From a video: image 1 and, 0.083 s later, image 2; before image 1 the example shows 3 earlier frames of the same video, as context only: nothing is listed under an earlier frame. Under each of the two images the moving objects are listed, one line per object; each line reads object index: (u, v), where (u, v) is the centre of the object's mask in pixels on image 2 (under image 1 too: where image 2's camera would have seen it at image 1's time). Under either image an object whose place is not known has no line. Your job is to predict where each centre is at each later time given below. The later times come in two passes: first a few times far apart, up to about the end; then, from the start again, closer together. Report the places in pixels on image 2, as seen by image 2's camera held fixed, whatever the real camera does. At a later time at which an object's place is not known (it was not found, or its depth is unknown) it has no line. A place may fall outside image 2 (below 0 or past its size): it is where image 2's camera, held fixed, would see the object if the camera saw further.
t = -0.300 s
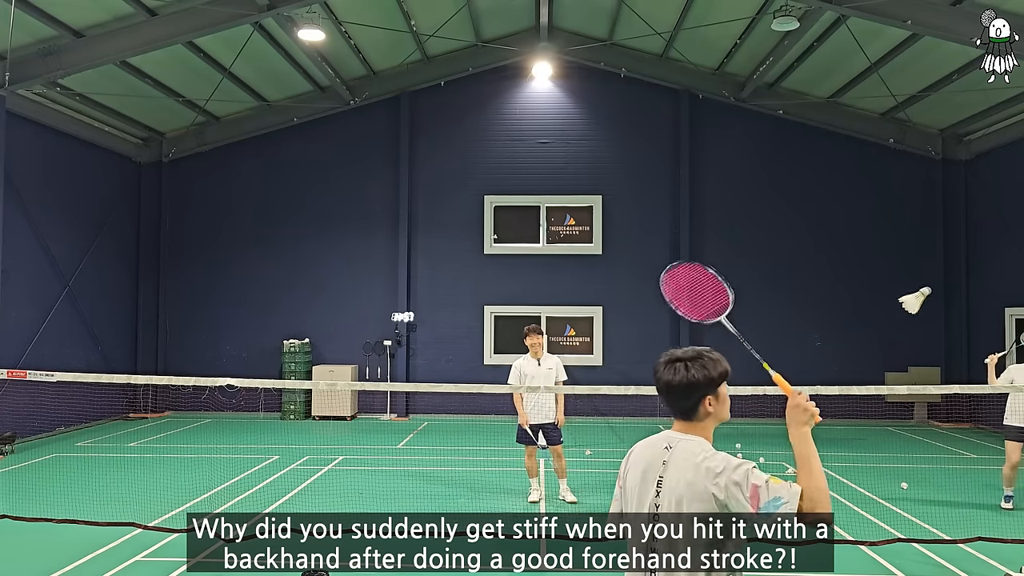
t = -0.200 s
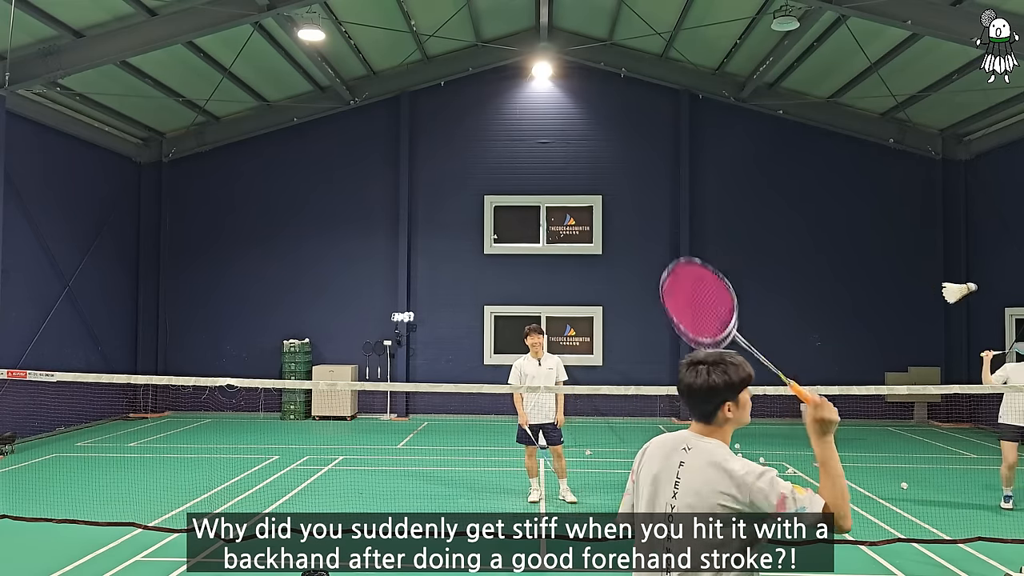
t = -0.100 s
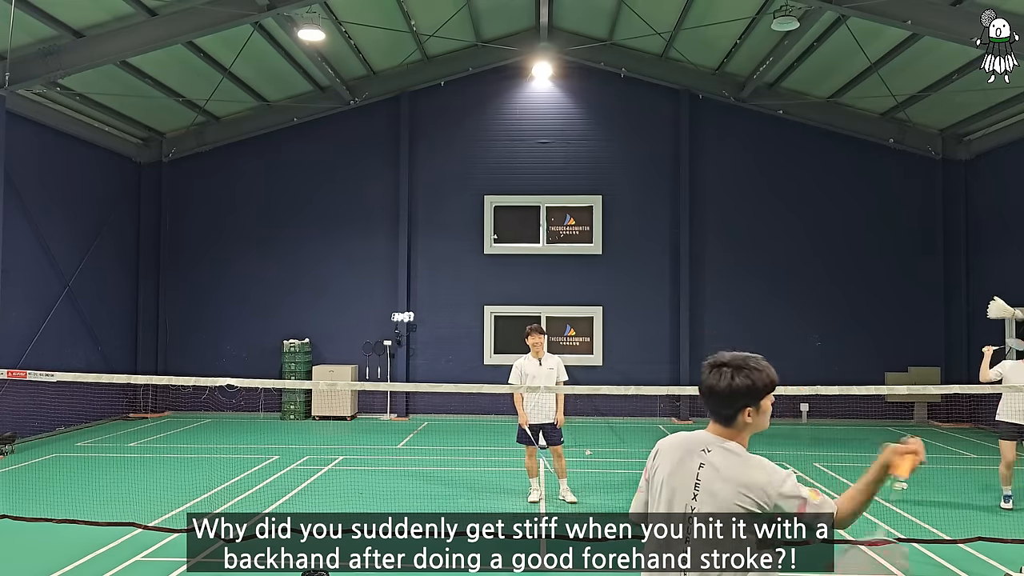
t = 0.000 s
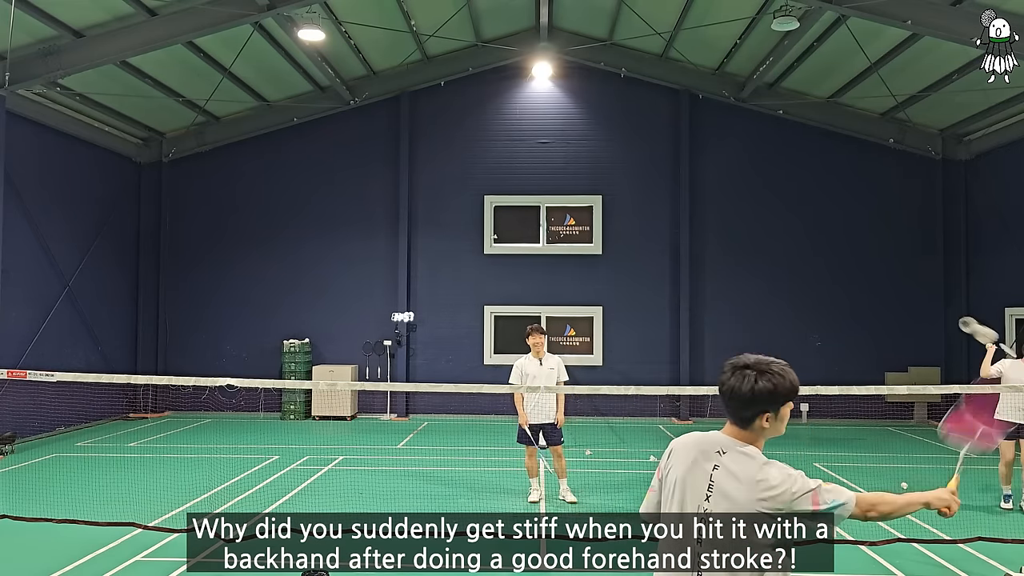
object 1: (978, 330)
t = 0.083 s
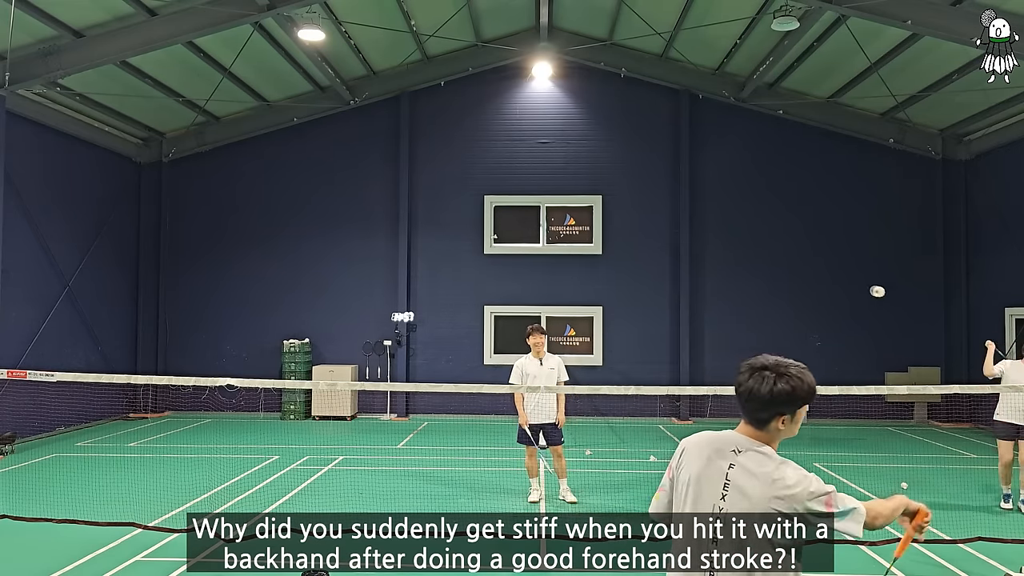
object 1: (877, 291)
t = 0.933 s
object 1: (796, 430)
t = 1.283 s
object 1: (796, 427)
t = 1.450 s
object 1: (797, 441)
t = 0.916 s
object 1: (796, 425)
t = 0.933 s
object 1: (796, 430)
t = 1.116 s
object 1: (795, 433)
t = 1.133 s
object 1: (795, 433)
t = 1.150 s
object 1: (795, 431)
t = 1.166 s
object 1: (796, 430)
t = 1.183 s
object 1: (795, 430)
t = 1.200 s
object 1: (795, 429)
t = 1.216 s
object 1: (795, 429)
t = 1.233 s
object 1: (795, 428)
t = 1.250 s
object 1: (796, 428)
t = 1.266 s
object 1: (796, 427)
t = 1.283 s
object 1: (796, 427)
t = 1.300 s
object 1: (796, 427)
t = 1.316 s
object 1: (796, 428)
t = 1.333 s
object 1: (797, 429)
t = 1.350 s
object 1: (797, 430)
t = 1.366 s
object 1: (797, 432)
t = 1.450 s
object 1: (797, 441)
